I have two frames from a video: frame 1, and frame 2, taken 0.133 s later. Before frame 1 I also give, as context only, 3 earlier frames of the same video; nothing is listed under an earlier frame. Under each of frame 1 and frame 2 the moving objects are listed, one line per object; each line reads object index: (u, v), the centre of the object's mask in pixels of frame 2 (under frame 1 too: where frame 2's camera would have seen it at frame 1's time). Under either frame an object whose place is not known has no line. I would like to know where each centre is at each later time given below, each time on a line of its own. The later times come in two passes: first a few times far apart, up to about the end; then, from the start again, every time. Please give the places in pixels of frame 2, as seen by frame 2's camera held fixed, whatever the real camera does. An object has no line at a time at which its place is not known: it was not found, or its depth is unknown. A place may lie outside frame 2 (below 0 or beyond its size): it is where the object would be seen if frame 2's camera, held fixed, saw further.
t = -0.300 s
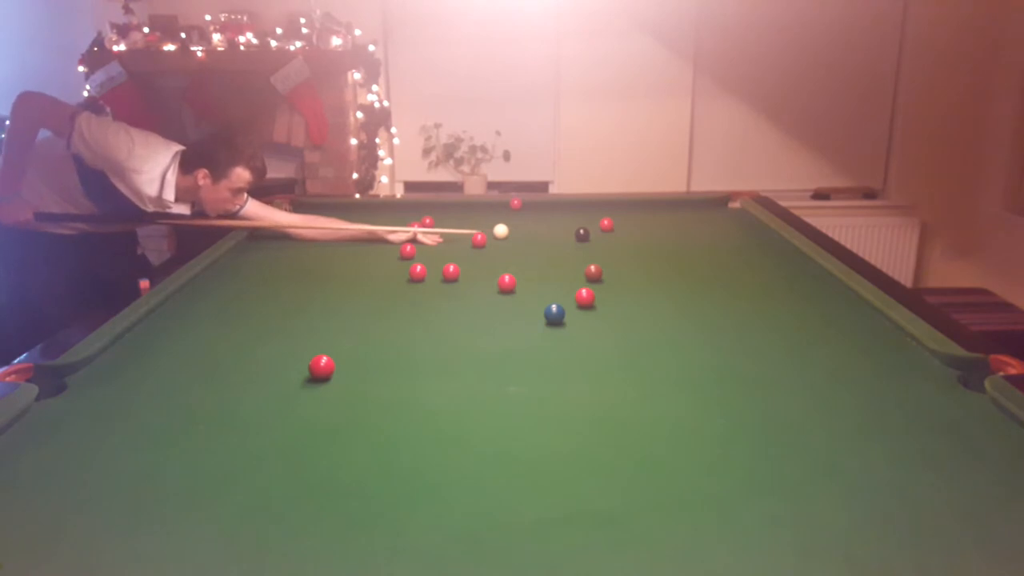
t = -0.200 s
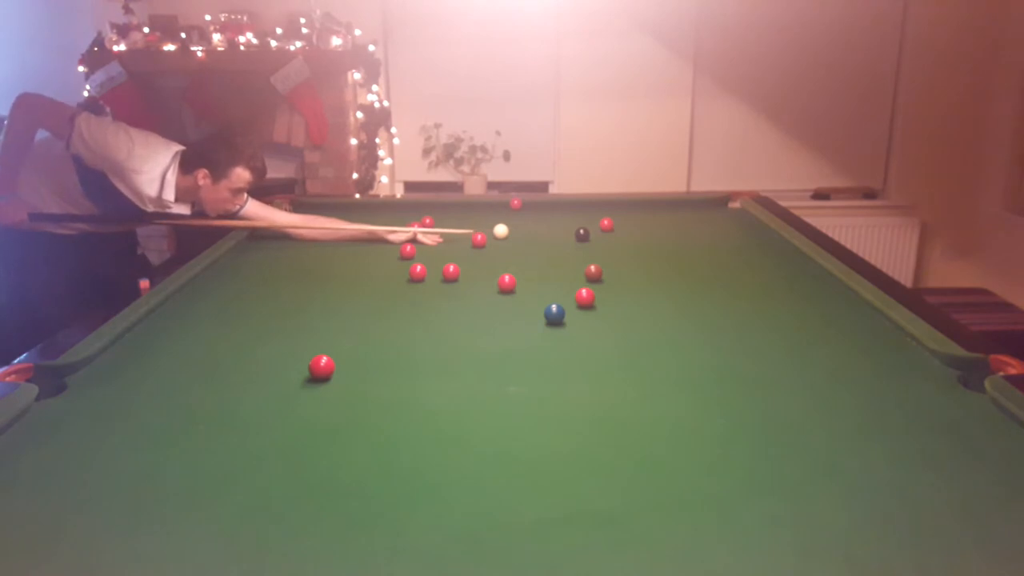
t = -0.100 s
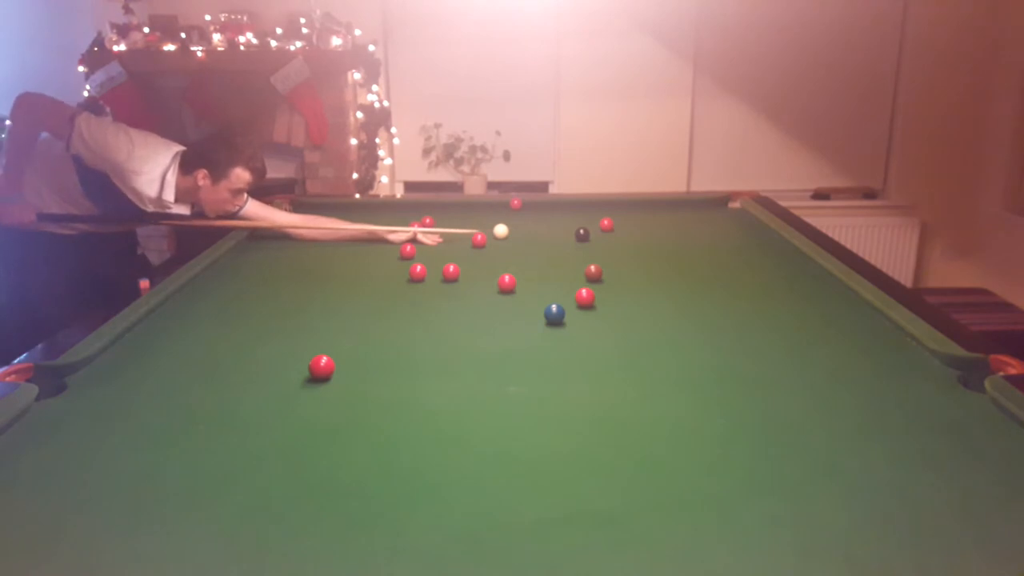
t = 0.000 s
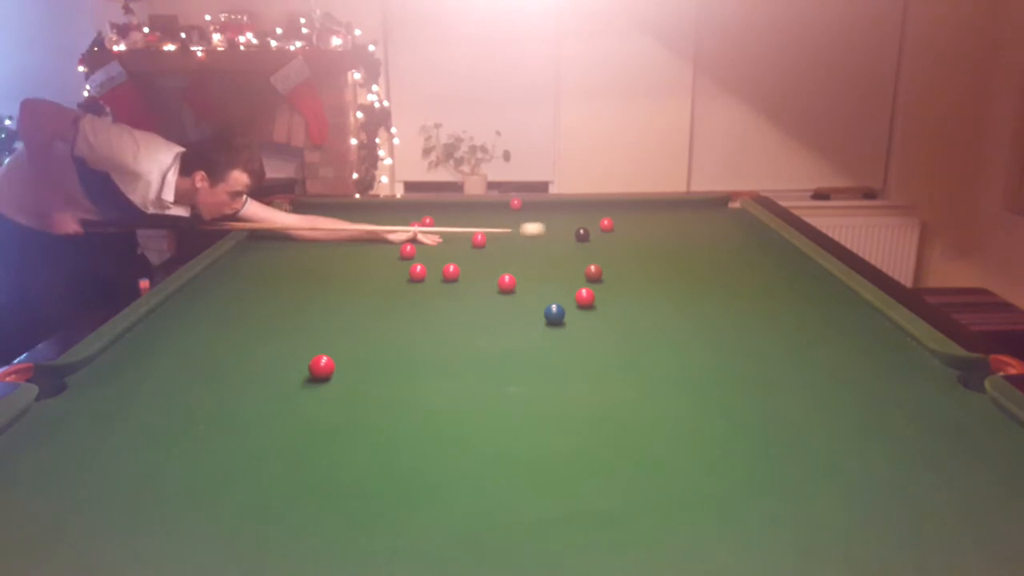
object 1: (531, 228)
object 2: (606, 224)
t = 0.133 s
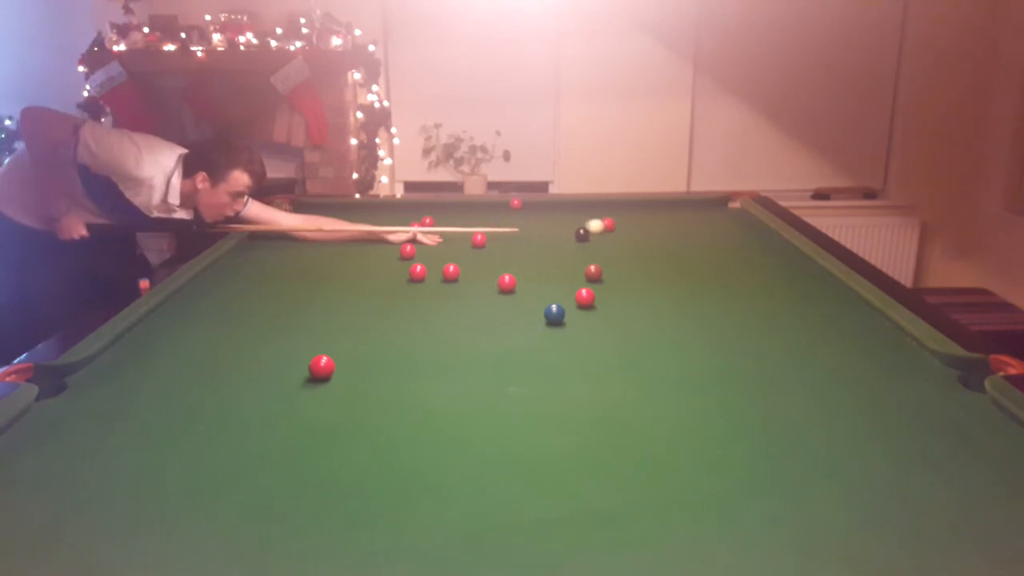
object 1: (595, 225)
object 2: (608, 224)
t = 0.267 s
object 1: (618, 228)
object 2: (639, 218)
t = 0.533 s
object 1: (666, 233)
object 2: (684, 209)
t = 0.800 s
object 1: (715, 238)
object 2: (724, 202)
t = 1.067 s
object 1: (761, 242)
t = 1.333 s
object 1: (774, 246)
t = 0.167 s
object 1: (600, 226)
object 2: (617, 222)
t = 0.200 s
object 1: (606, 227)
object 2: (625, 221)
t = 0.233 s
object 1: (611, 228)
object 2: (632, 220)
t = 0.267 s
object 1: (618, 228)
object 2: (639, 218)
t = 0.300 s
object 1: (624, 229)
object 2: (645, 217)
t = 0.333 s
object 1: (630, 229)
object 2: (651, 216)
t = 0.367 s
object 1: (636, 230)
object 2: (657, 214)
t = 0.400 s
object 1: (642, 231)
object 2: (663, 214)
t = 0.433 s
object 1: (648, 231)
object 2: (668, 213)
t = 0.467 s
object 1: (654, 232)
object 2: (674, 211)
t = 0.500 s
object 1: (660, 232)
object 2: (679, 211)
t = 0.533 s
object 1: (666, 233)
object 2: (684, 209)
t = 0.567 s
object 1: (672, 234)
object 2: (690, 209)
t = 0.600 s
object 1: (678, 234)
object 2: (695, 207)
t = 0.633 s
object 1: (684, 235)
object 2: (700, 206)
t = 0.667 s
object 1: (691, 235)
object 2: (705, 205)
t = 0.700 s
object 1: (696, 236)
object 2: (710, 205)
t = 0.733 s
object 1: (703, 236)
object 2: (715, 204)
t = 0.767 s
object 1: (709, 237)
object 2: (720, 203)
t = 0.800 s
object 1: (715, 238)
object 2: (724, 202)
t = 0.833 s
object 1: (720, 238)
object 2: (729, 201)
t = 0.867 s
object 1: (727, 239)
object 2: (733, 201)
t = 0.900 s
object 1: (732, 239)
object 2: (736, 203)
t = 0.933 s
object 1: (738, 240)
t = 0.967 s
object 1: (744, 240)
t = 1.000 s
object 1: (750, 241)
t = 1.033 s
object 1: (756, 241)
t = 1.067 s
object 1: (761, 242)
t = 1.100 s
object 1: (767, 242)
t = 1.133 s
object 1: (773, 243)
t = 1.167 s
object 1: (779, 243)
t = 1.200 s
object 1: (784, 244)
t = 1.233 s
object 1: (783, 244)
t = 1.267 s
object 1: (780, 245)
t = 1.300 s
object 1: (777, 245)
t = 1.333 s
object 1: (774, 246)
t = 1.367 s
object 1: (772, 246)
